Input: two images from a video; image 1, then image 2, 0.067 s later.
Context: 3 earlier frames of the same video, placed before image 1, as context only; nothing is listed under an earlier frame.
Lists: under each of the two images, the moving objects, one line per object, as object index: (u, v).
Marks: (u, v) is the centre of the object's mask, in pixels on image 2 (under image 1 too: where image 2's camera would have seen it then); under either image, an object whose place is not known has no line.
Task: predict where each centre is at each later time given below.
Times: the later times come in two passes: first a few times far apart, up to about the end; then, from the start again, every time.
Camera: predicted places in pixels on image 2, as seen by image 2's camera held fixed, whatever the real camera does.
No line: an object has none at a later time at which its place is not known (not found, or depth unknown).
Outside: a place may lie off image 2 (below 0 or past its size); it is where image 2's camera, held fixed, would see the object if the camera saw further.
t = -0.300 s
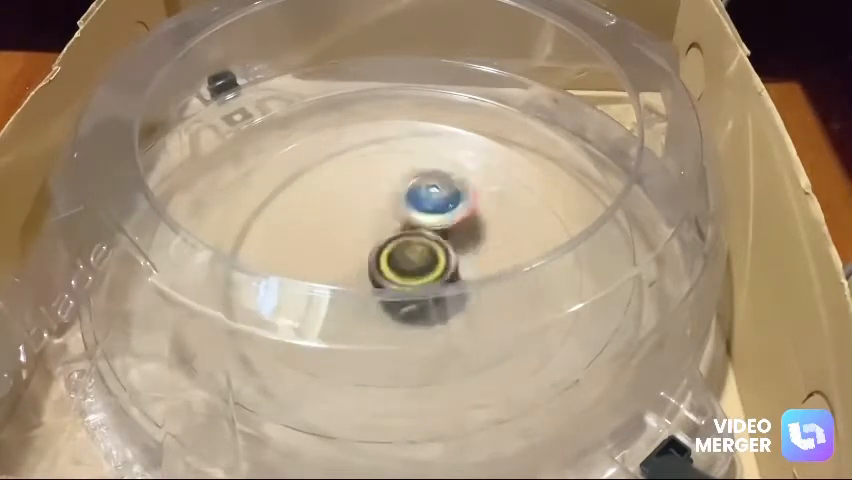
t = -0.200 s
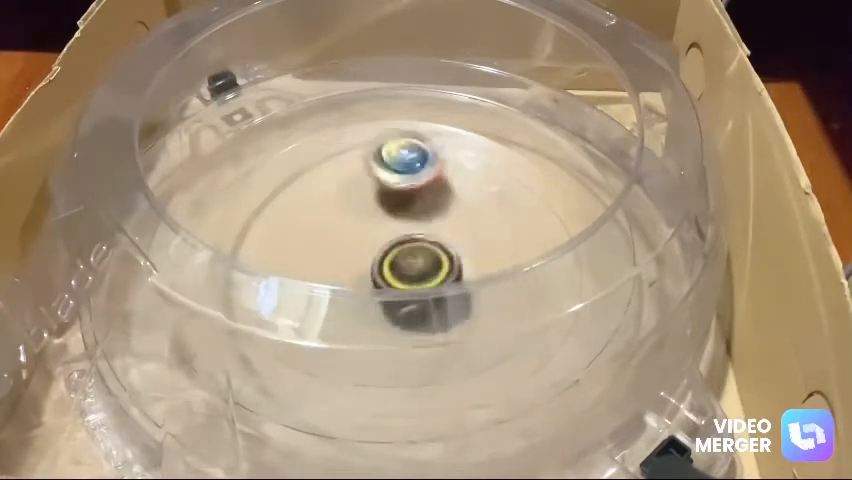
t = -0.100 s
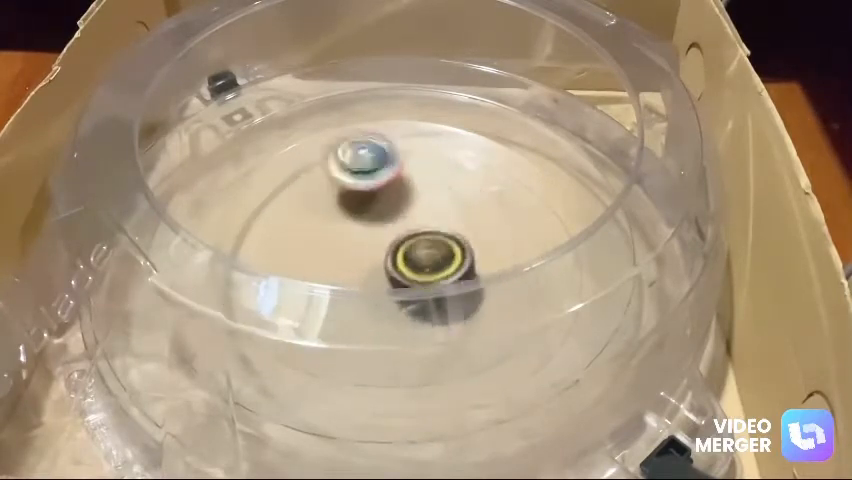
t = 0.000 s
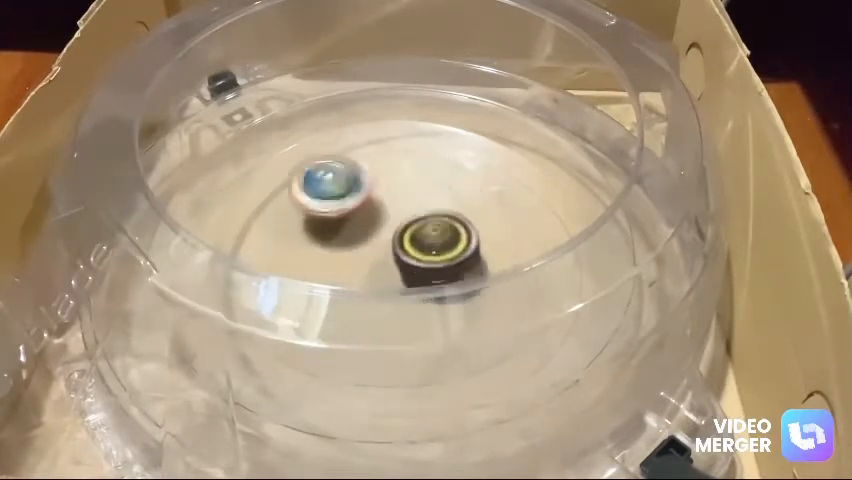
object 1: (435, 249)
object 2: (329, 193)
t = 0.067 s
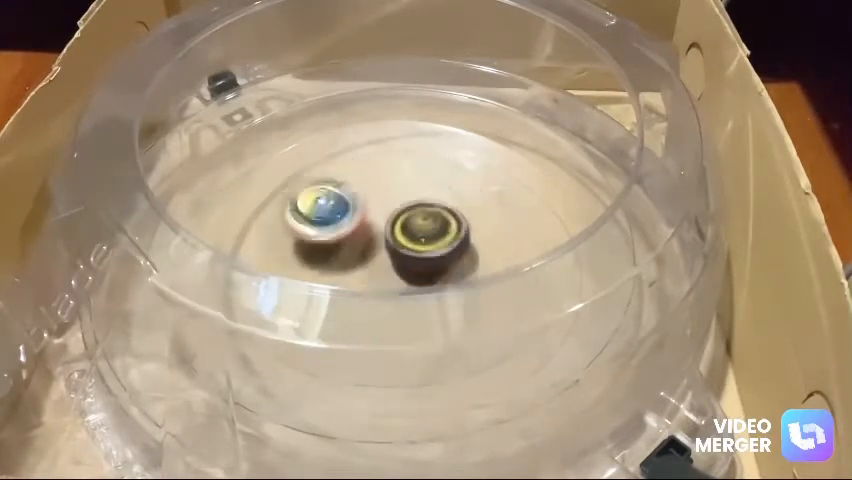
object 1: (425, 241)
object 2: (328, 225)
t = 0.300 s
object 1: (406, 240)
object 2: (293, 289)
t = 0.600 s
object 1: (385, 235)
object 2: (388, 345)
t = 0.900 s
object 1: (353, 244)
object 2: (441, 255)
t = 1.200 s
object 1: (336, 249)
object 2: (410, 210)
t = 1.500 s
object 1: (385, 288)
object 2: (386, 198)
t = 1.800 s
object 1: (451, 291)
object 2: (404, 217)
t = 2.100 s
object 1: (434, 313)
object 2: (454, 182)
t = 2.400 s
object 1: (374, 331)
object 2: (439, 177)
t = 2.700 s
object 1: (314, 258)
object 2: (457, 196)
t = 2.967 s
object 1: (336, 272)
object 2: (426, 220)
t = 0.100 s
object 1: (417, 237)
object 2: (330, 237)
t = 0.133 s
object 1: (418, 236)
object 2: (323, 243)
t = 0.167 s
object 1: (422, 237)
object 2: (310, 247)
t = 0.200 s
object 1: (423, 238)
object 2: (299, 250)
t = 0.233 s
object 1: (425, 242)
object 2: (293, 252)
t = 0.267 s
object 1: (418, 243)
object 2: (293, 257)
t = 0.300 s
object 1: (406, 240)
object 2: (293, 289)
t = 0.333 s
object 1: (397, 241)
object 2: (298, 294)
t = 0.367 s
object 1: (392, 245)
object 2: (307, 297)
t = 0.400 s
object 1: (385, 245)
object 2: (328, 295)
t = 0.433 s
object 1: (380, 244)
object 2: (344, 298)
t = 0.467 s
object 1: (380, 243)
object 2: (349, 323)
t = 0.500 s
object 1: (382, 241)
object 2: (358, 334)
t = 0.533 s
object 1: (384, 239)
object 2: (366, 343)
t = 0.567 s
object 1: (385, 236)
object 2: (375, 347)
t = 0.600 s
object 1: (385, 235)
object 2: (388, 345)
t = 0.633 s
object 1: (383, 235)
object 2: (401, 340)
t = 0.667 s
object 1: (379, 235)
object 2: (410, 333)
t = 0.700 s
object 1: (373, 235)
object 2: (422, 326)
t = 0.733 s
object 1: (368, 236)
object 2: (428, 317)
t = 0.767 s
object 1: (363, 238)
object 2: (431, 306)
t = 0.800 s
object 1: (358, 241)
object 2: (434, 294)
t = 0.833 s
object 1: (355, 242)
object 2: (440, 285)
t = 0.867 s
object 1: (354, 243)
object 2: (445, 276)
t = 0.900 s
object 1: (353, 244)
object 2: (441, 255)
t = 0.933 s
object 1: (349, 243)
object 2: (446, 250)
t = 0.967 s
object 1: (339, 240)
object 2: (455, 247)
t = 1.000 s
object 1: (332, 239)
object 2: (459, 243)
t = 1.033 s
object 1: (328, 239)
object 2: (458, 239)
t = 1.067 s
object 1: (326, 240)
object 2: (454, 233)
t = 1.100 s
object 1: (325, 242)
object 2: (442, 221)
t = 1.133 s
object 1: (326, 244)
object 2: (433, 215)
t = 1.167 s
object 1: (330, 247)
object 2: (423, 212)
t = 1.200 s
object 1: (336, 249)
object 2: (410, 210)
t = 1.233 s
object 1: (338, 252)
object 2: (405, 209)
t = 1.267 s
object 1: (339, 254)
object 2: (402, 207)
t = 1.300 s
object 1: (343, 256)
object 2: (397, 205)
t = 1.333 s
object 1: (347, 259)
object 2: (394, 204)
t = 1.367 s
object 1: (351, 280)
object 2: (396, 199)
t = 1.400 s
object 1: (356, 287)
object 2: (396, 197)
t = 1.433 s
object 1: (364, 288)
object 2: (397, 200)
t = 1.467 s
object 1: (373, 288)
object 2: (390, 196)
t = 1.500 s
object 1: (385, 288)
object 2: (386, 198)
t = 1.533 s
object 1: (396, 285)
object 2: (386, 203)
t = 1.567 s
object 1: (405, 279)
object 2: (382, 205)
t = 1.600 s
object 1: (416, 280)
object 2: (383, 206)
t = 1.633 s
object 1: (422, 286)
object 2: (386, 204)
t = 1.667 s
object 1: (428, 295)
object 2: (388, 205)
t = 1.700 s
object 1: (433, 297)
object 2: (392, 209)
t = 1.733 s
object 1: (437, 296)
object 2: (396, 213)
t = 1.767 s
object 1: (443, 294)
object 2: (399, 214)
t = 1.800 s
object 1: (451, 291)
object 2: (404, 217)
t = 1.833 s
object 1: (455, 286)
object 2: (407, 218)
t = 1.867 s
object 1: (461, 289)
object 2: (413, 216)
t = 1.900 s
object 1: (461, 289)
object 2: (421, 213)
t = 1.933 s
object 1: (462, 289)
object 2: (425, 213)
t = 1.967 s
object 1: (463, 288)
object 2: (430, 212)
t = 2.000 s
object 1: (462, 286)
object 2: (432, 211)
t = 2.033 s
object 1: (460, 282)
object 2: (435, 209)
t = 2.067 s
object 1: (448, 298)
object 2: (440, 196)
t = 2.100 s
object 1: (434, 313)
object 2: (454, 182)
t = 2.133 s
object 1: (422, 330)
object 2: (452, 164)
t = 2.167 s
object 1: (411, 338)
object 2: (457, 150)
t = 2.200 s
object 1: (402, 347)
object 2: (457, 144)
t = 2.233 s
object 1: (394, 353)
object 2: (459, 161)
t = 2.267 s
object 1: (387, 353)
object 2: (454, 146)
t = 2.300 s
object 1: (381, 351)
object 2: (449, 151)
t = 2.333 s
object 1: (377, 347)
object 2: (447, 164)
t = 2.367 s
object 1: (375, 339)
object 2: (443, 163)
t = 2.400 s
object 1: (374, 331)
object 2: (439, 177)
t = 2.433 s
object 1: (373, 331)
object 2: (435, 184)
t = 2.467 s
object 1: (373, 309)
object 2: (430, 193)
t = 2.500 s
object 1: (371, 296)
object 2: (426, 195)
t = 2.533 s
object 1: (369, 281)
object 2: (422, 207)
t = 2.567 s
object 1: (359, 261)
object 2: (425, 207)
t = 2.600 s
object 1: (345, 262)
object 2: (444, 203)
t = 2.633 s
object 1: (330, 258)
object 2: (447, 190)
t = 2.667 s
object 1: (322, 259)
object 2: (457, 194)
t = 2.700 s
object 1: (314, 258)
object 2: (457, 196)
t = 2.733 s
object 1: (308, 259)
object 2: (450, 192)
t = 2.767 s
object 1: (306, 261)
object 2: (452, 202)
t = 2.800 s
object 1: (310, 265)
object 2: (445, 198)
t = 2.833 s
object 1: (311, 267)
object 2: (441, 204)
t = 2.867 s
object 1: (319, 269)
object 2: (443, 214)
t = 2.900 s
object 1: (322, 271)
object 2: (434, 212)
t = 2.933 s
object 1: (331, 272)
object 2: (429, 216)
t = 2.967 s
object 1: (336, 272)
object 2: (426, 220)
